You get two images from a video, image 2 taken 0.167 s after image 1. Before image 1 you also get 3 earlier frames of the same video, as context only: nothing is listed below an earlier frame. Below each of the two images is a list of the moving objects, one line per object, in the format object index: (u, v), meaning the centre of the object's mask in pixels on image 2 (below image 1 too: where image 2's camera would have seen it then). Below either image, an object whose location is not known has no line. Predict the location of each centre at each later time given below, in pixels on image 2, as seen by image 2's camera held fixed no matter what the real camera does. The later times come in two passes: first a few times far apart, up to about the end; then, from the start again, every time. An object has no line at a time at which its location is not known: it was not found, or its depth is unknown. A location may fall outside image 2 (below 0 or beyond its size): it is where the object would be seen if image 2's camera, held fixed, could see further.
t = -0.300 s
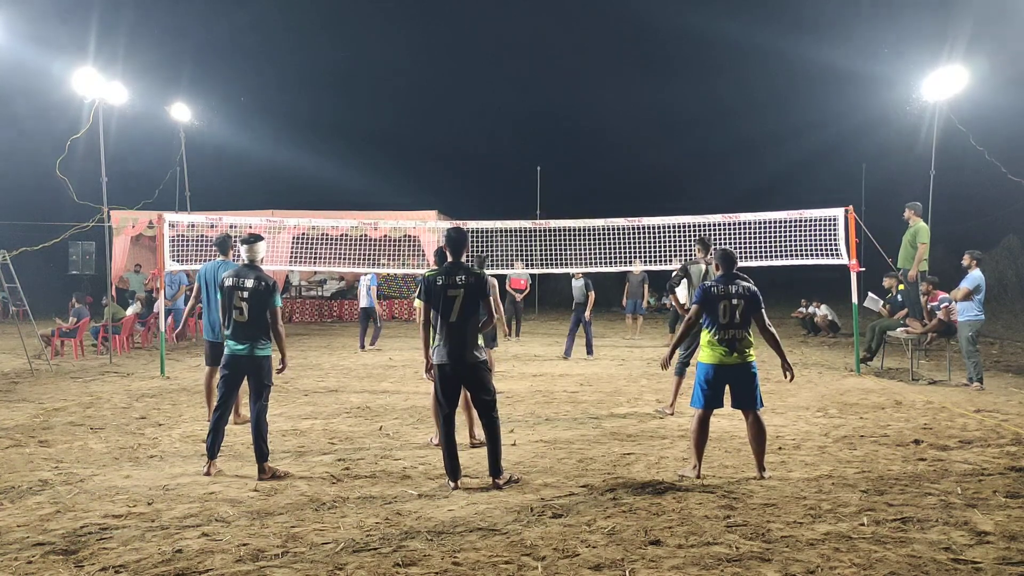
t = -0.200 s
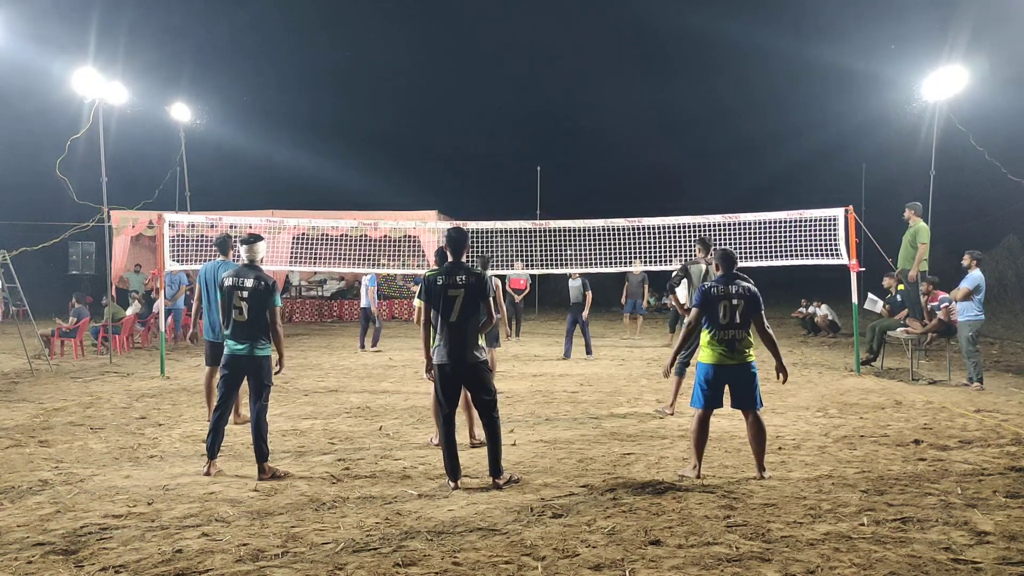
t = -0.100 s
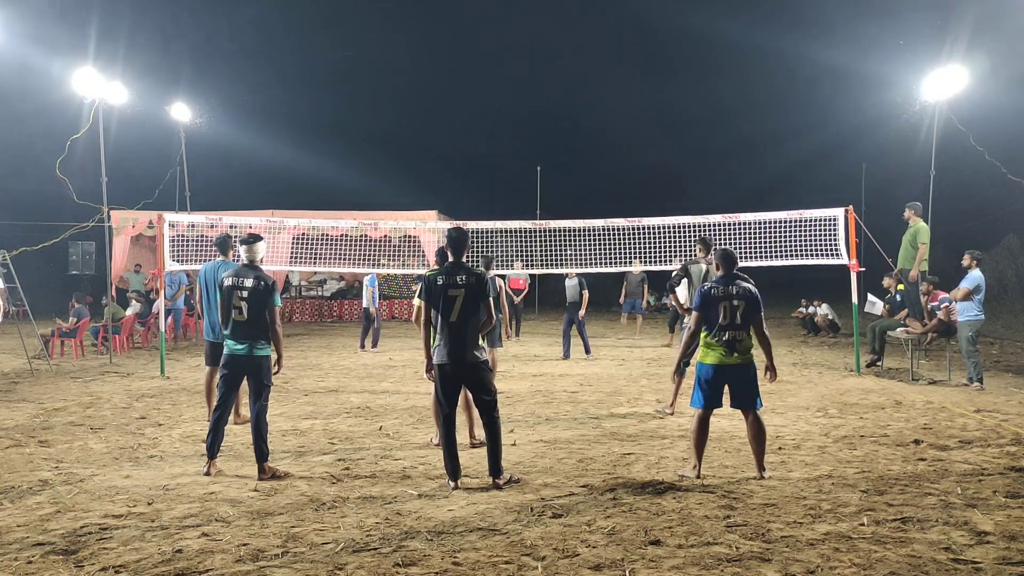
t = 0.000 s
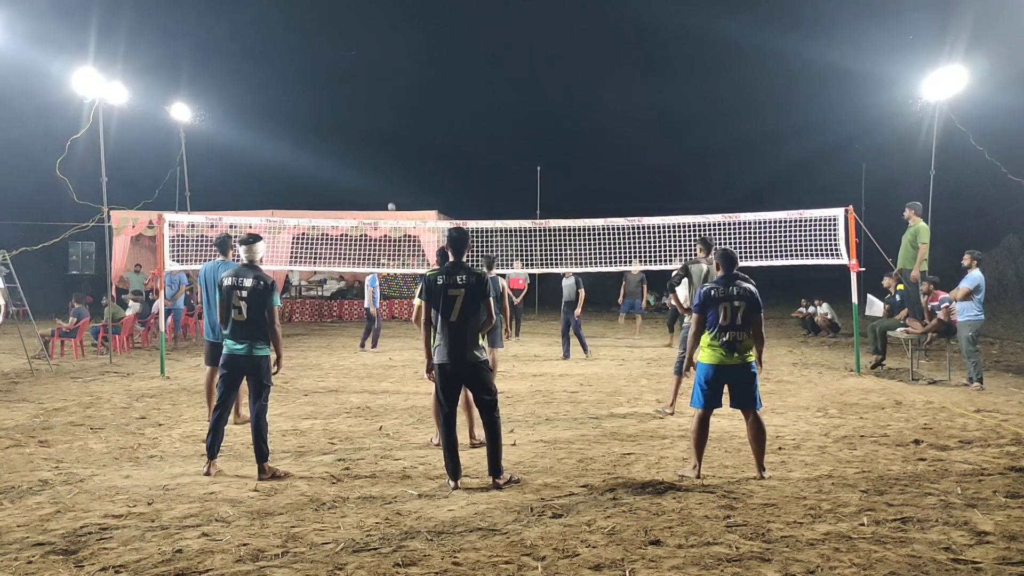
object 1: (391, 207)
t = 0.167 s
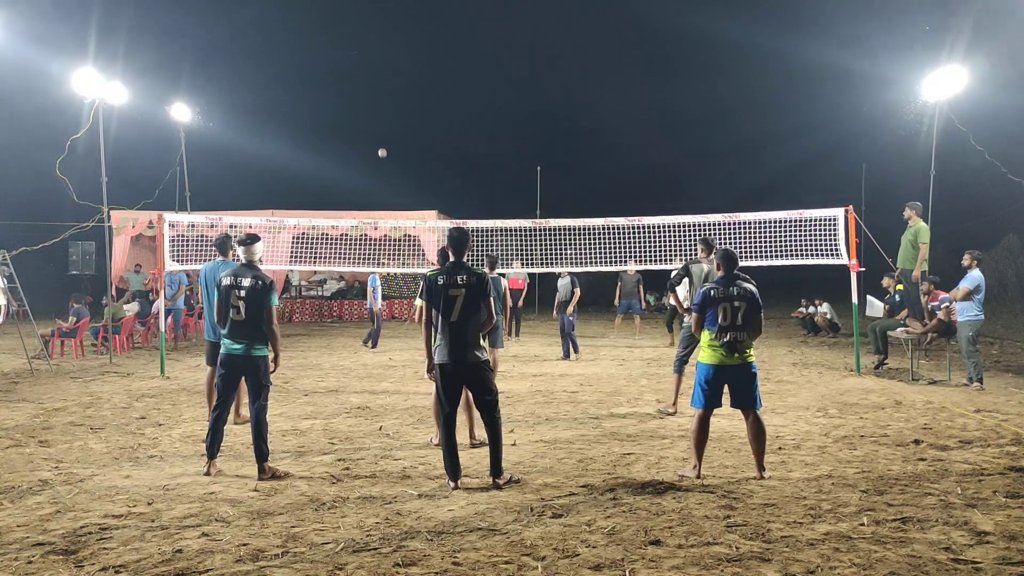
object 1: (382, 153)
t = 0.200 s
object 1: (380, 143)
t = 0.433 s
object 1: (363, 79)
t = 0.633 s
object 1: (343, 38)
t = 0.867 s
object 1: (314, 14)
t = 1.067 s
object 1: (280, 23)
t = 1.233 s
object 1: (245, 62)
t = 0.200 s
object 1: (380, 143)
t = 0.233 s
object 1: (378, 133)
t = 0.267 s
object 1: (376, 123)
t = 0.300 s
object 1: (373, 114)
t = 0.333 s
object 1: (371, 105)
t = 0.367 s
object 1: (368, 95)
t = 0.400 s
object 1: (365, 87)
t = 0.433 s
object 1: (363, 79)
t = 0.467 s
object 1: (360, 71)
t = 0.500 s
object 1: (357, 64)
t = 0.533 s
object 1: (354, 57)
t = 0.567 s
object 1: (351, 50)
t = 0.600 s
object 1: (347, 44)
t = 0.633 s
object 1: (343, 38)
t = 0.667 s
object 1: (340, 33)
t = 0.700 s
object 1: (336, 28)
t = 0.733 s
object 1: (331, 24)
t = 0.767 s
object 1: (327, 20)
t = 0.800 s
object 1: (323, 17)
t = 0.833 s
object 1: (319, 15)
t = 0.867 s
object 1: (314, 14)
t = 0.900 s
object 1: (309, 13)
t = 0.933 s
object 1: (304, 13)
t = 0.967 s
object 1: (298, 14)
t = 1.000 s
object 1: (292, 16)
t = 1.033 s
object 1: (286, 18)
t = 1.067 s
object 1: (280, 23)
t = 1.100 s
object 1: (274, 28)
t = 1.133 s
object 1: (267, 34)
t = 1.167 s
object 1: (260, 42)
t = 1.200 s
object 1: (253, 51)
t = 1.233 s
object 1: (245, 62)
